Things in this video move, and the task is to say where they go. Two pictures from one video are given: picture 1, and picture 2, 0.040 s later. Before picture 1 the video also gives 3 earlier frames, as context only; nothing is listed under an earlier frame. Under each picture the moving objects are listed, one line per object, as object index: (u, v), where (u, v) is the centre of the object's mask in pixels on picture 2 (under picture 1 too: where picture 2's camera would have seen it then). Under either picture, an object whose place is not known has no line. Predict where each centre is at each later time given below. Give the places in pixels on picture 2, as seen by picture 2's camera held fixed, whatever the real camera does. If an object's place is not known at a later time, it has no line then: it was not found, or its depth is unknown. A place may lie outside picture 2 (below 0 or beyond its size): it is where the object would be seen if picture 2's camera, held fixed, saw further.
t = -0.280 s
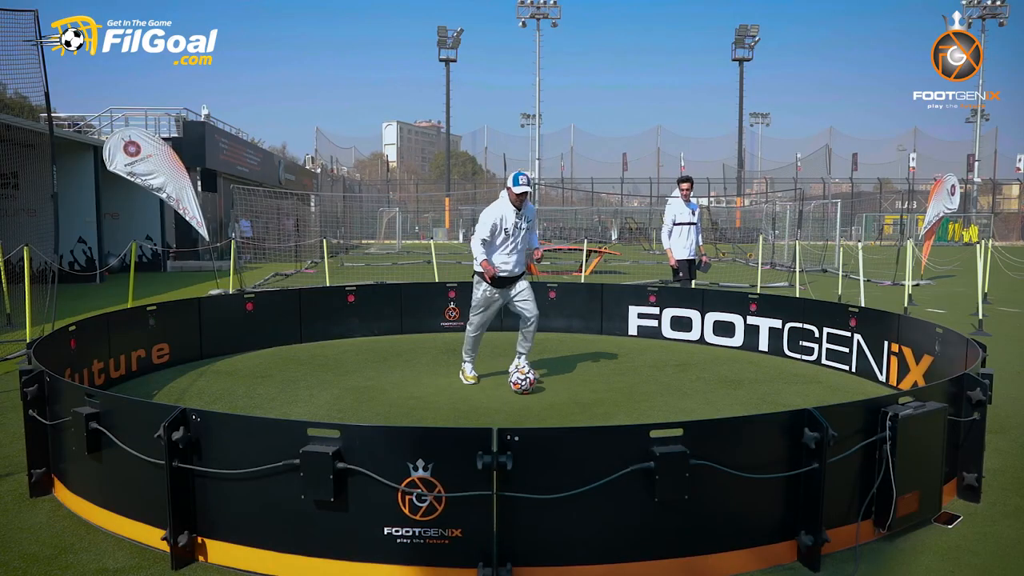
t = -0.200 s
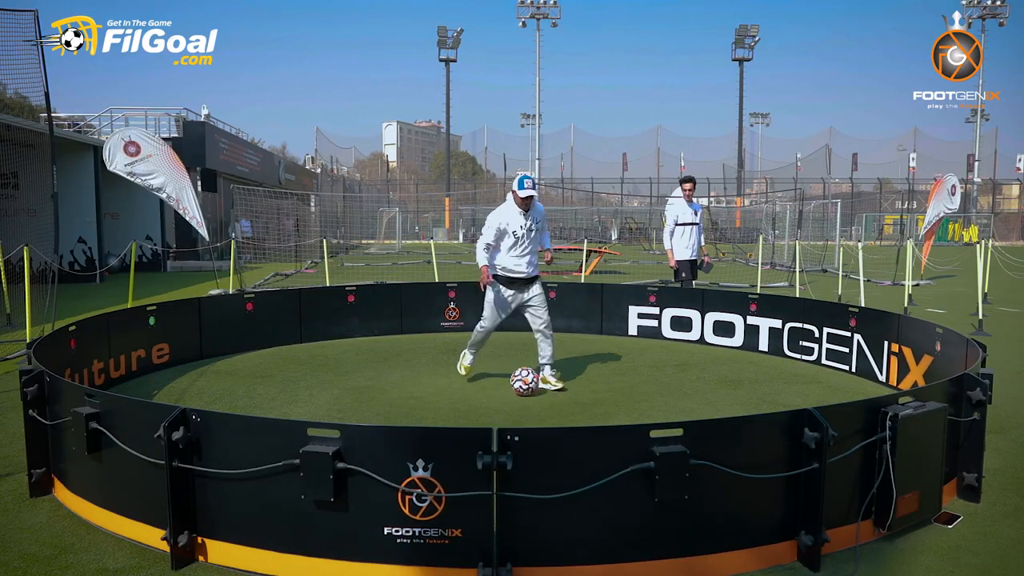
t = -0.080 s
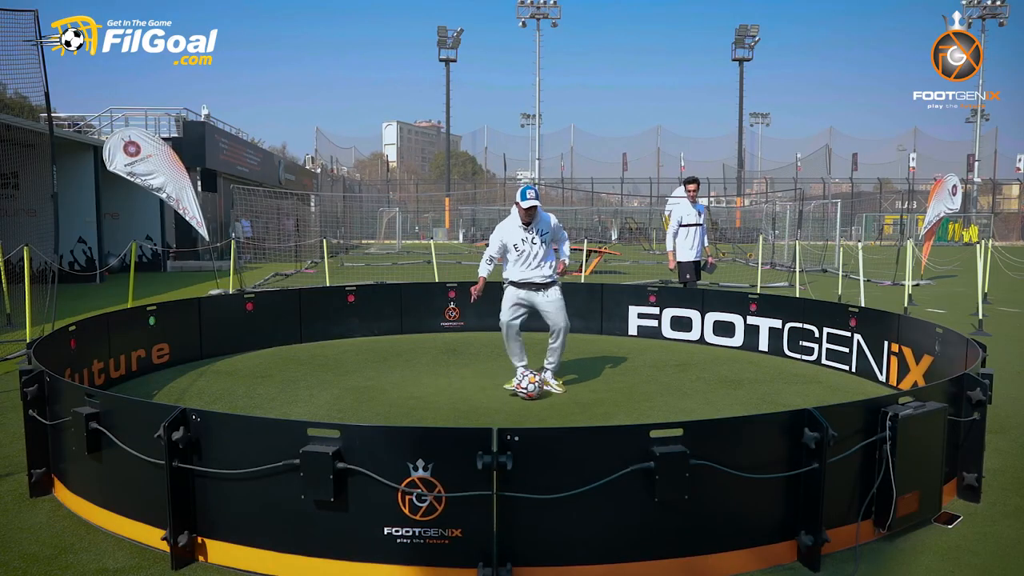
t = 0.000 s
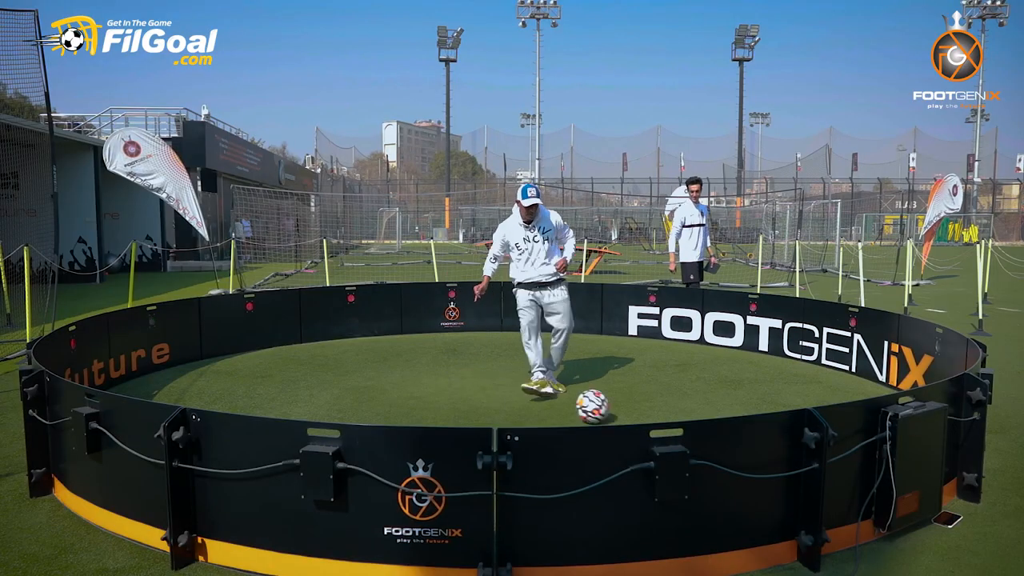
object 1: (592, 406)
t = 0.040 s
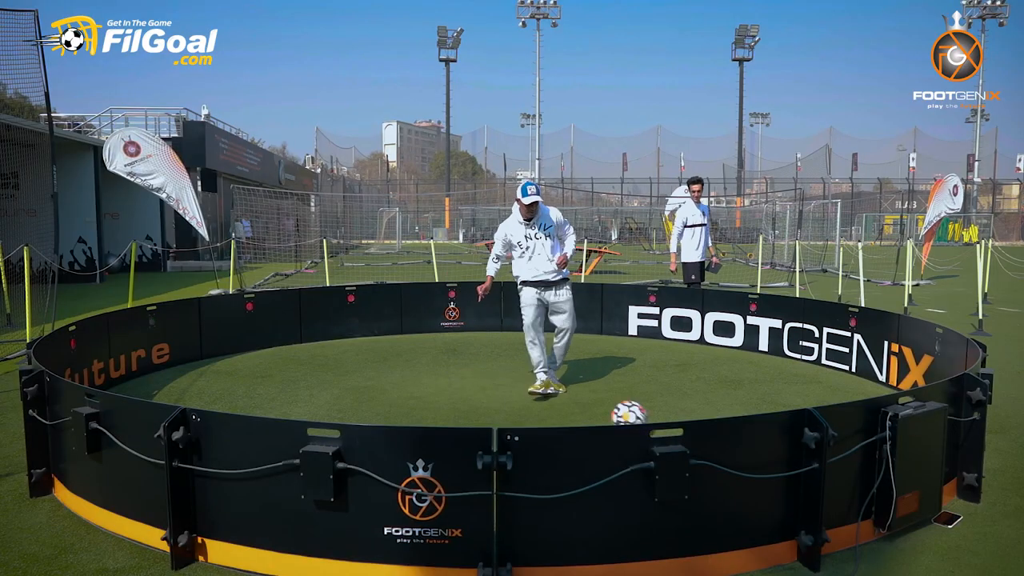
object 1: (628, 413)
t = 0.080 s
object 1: (667, 428)
